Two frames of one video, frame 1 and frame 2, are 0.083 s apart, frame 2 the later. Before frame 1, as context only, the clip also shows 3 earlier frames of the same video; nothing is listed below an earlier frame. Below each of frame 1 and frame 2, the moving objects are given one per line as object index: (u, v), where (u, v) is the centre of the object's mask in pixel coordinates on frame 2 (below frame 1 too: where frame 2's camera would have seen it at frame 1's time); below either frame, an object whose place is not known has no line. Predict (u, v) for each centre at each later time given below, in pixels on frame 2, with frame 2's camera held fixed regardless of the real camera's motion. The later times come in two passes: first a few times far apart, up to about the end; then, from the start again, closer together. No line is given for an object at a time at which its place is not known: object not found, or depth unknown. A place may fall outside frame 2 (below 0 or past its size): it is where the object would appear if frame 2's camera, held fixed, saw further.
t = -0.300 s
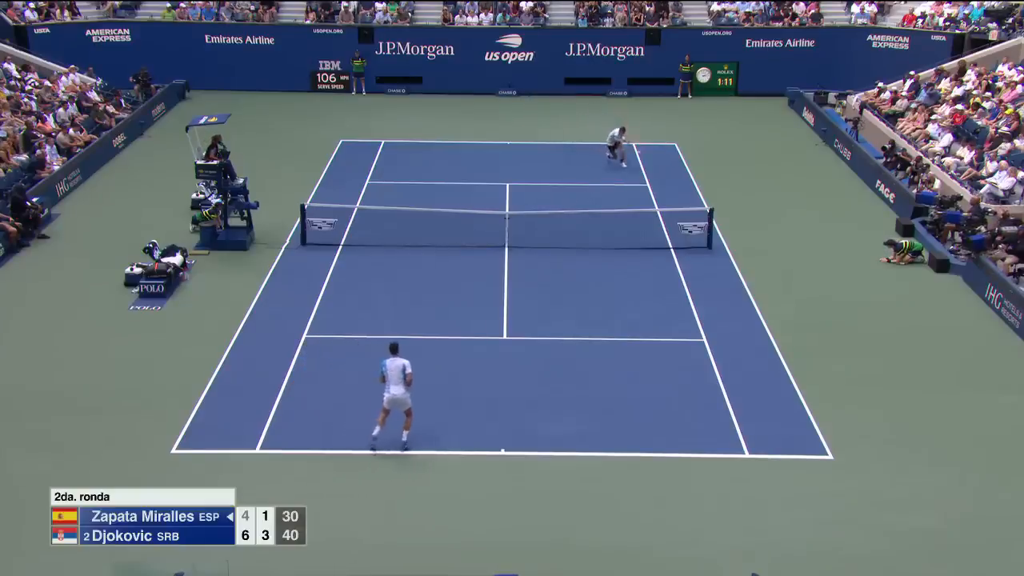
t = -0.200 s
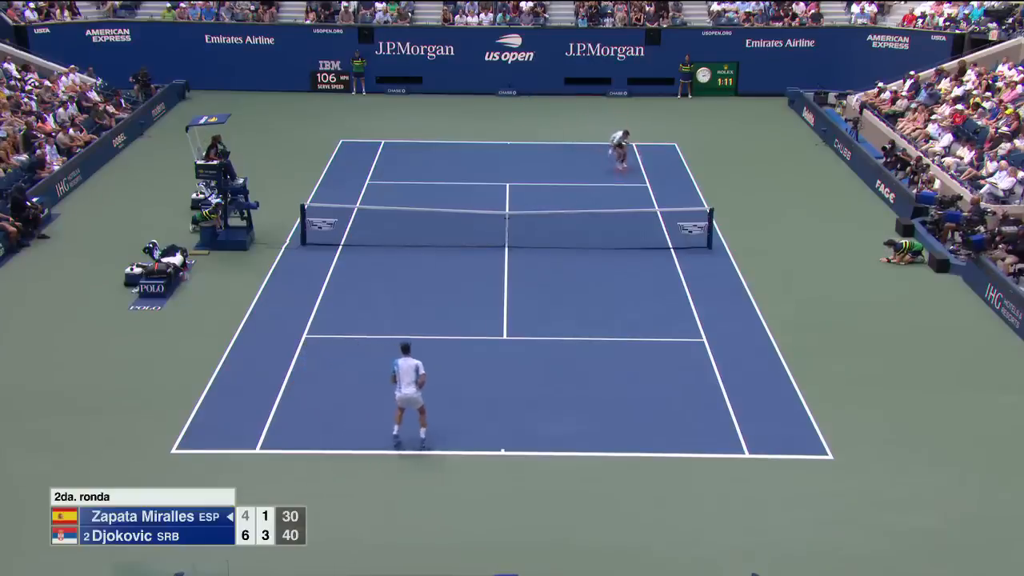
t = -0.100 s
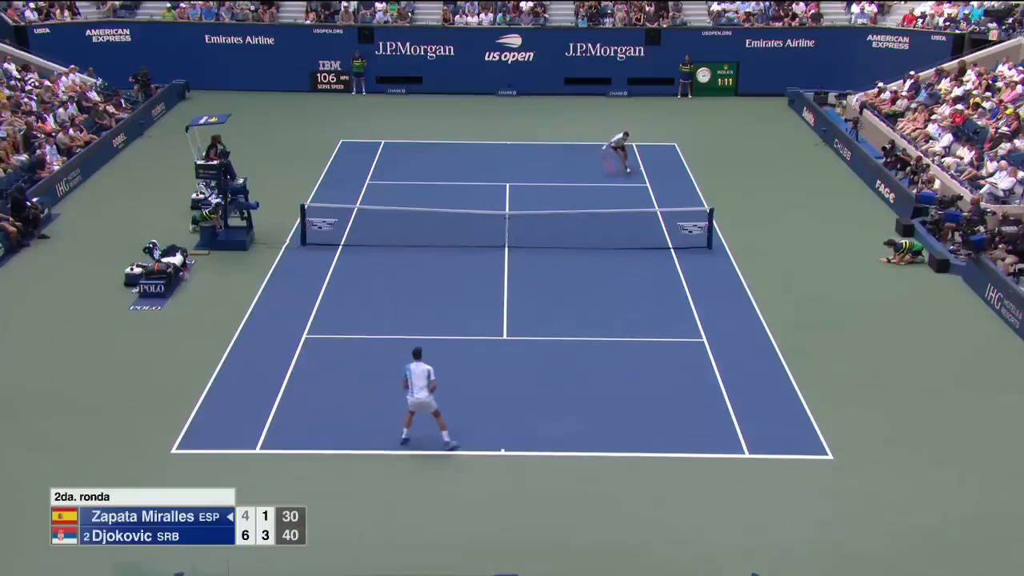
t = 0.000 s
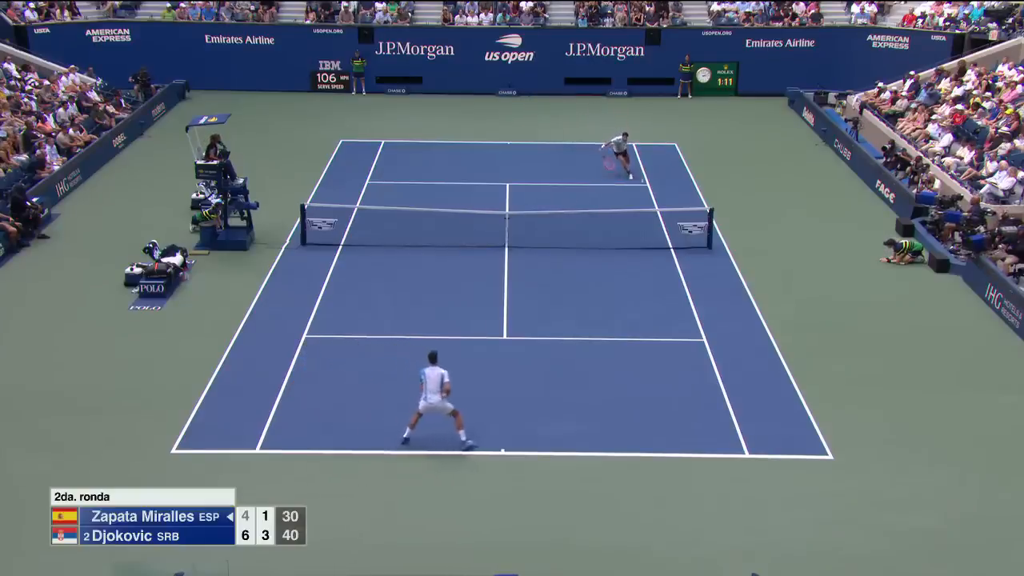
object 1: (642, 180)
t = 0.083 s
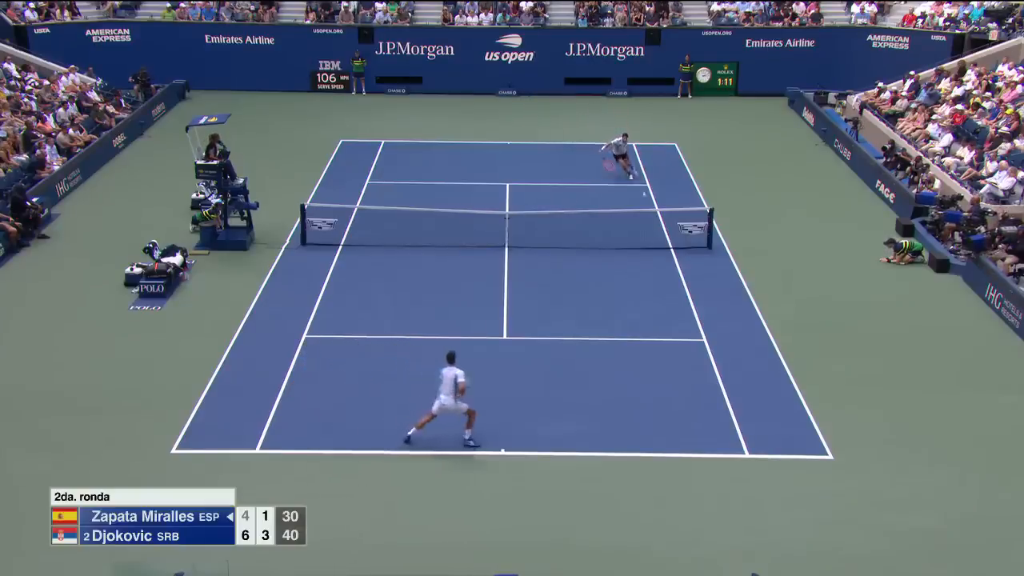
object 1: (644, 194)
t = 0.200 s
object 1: (647, 217)
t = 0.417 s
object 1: (655, 273)
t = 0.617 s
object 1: (665, 343)
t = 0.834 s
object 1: (682, 406)
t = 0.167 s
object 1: (646, 209)
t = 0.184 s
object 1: (646, 212)
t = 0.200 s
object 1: (647, 217)
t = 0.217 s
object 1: (647, 220)
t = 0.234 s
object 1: (648, 224)
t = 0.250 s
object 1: (648, 227)
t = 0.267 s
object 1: (649, 231)
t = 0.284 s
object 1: (650, 236)
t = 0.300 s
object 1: (650, 239)
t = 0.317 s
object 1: (651, 244)
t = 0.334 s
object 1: (651, 248)
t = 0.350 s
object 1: (652, 253)
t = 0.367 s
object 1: (653, 255)
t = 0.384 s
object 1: (654, 262)
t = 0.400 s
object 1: (654, 267)
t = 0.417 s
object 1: (655, 273)
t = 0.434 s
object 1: (656, 277)
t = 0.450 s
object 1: (657, 281)
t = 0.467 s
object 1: (657, 287)
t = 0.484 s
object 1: (658, 293)
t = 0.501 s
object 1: (659, 299)
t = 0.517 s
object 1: (661, 304)
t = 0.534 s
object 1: (661, 310)
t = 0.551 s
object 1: (662, 316)
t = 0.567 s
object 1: (663, 323)
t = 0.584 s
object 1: (663, 329)
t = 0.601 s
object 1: (665, 335)
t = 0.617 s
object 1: (665, 343)
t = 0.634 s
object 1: (667, 350)
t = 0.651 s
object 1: (667, 356)
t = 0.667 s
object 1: (668, 363)
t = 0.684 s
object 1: (670, 371)
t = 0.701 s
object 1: (670, 378)
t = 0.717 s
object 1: (671, 386)
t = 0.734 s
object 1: (673, 393)
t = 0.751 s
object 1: (674, 399)
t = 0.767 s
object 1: (676, 401)
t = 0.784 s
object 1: (679, 403)
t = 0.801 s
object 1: (680, 403)
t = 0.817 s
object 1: (681, 404)
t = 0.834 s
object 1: (682, 406)
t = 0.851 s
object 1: (684, 407)
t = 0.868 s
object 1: (685, 408)
